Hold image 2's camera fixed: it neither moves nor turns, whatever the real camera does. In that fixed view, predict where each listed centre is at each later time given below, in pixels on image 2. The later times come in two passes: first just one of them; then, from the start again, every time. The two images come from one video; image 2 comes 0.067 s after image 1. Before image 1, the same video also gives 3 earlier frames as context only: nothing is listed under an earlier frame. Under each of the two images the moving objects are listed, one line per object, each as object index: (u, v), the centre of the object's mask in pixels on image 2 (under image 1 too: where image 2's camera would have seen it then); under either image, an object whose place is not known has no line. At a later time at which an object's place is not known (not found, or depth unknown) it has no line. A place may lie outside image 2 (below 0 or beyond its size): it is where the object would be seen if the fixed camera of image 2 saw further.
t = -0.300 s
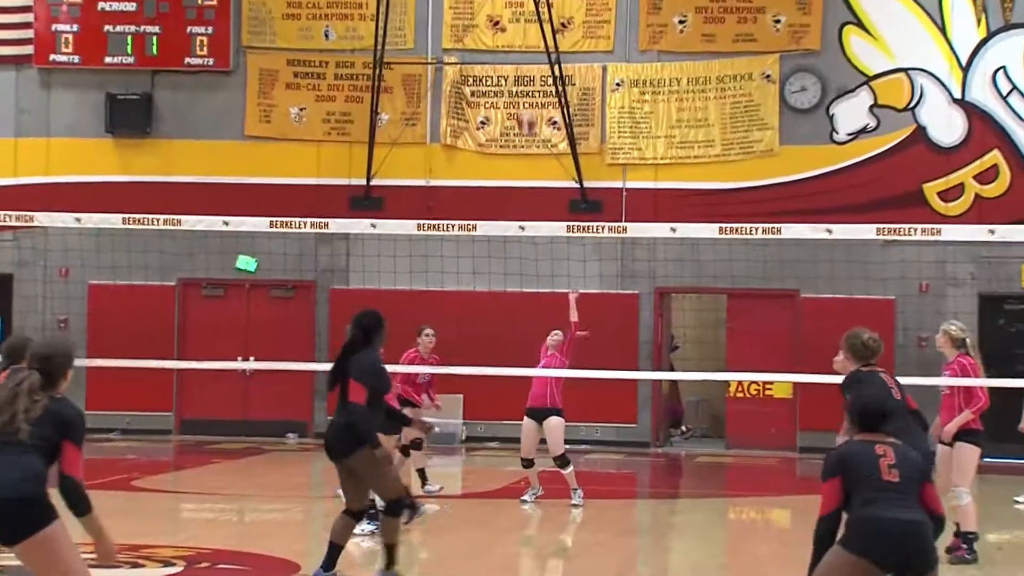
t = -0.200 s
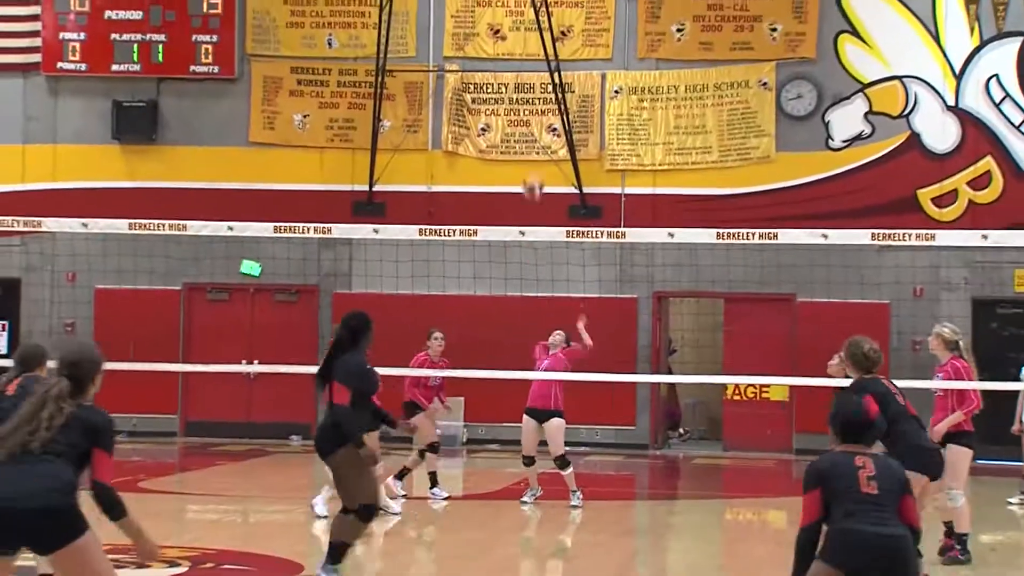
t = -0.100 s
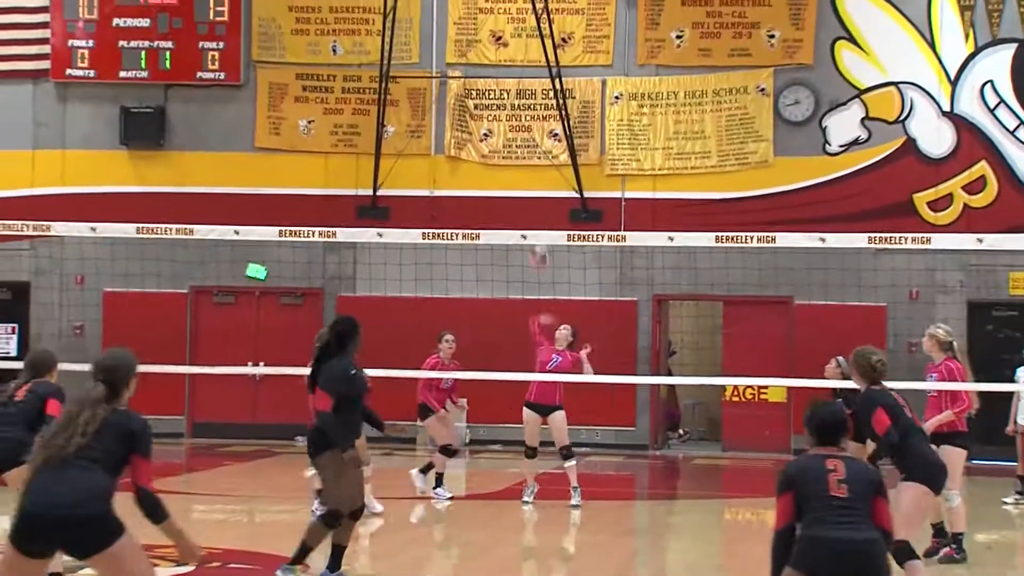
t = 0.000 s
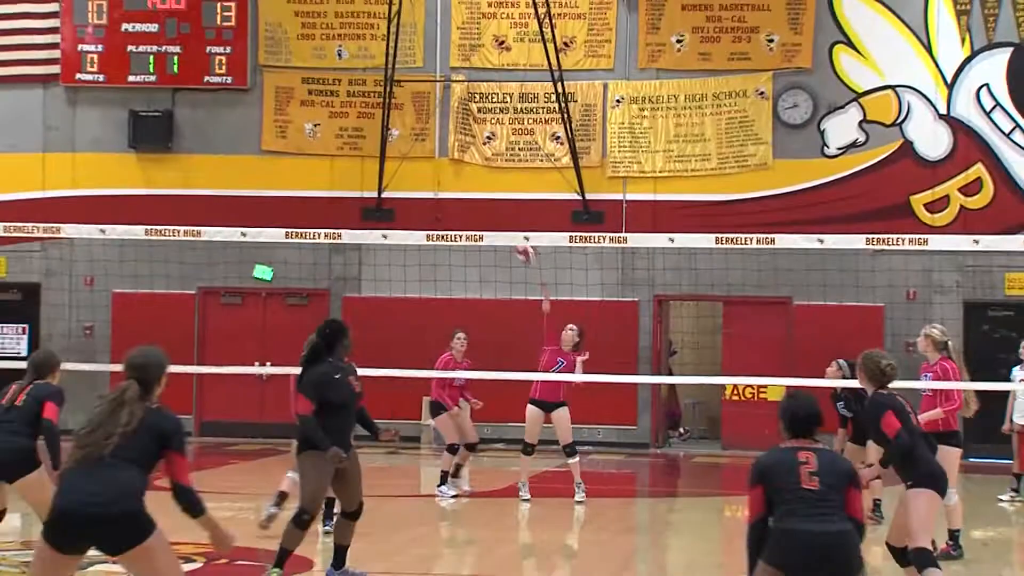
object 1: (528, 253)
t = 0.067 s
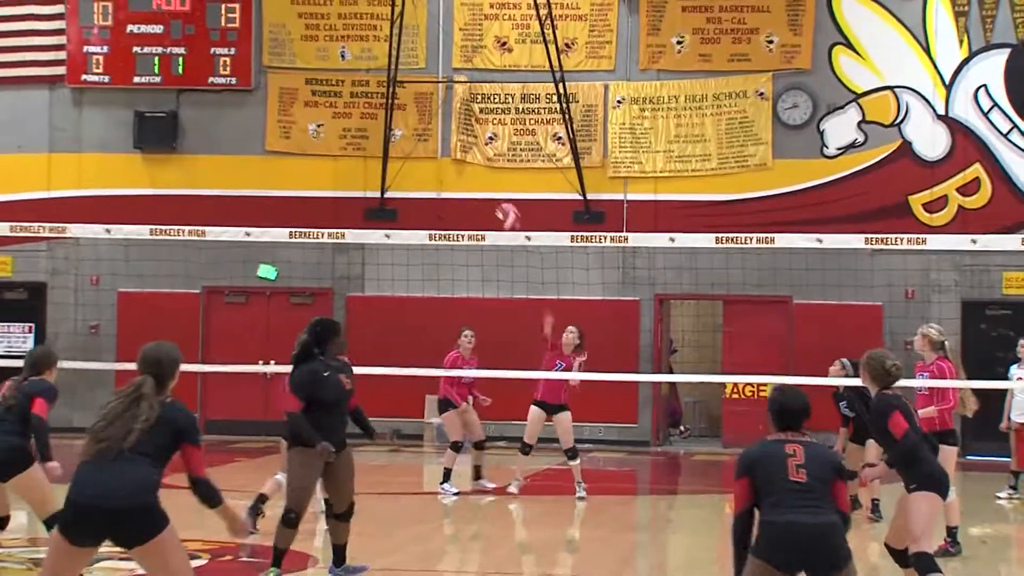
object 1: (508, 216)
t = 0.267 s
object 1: (430, 135)
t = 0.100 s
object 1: (496, 201)
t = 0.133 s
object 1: (484, 183)
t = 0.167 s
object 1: (470, 170)
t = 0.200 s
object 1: (457, 158)
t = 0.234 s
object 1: (445, 146)
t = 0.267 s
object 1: (430, 135)
